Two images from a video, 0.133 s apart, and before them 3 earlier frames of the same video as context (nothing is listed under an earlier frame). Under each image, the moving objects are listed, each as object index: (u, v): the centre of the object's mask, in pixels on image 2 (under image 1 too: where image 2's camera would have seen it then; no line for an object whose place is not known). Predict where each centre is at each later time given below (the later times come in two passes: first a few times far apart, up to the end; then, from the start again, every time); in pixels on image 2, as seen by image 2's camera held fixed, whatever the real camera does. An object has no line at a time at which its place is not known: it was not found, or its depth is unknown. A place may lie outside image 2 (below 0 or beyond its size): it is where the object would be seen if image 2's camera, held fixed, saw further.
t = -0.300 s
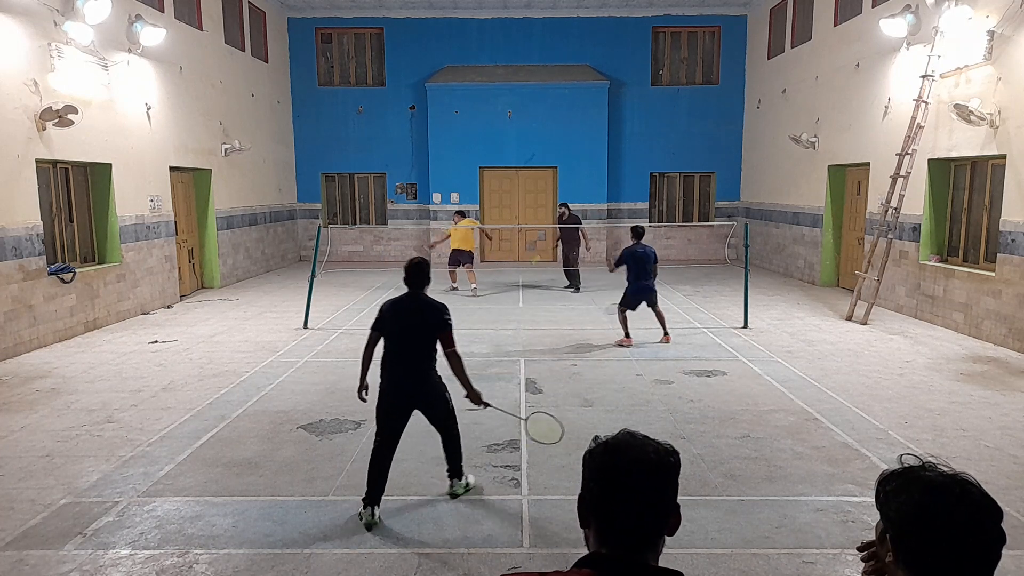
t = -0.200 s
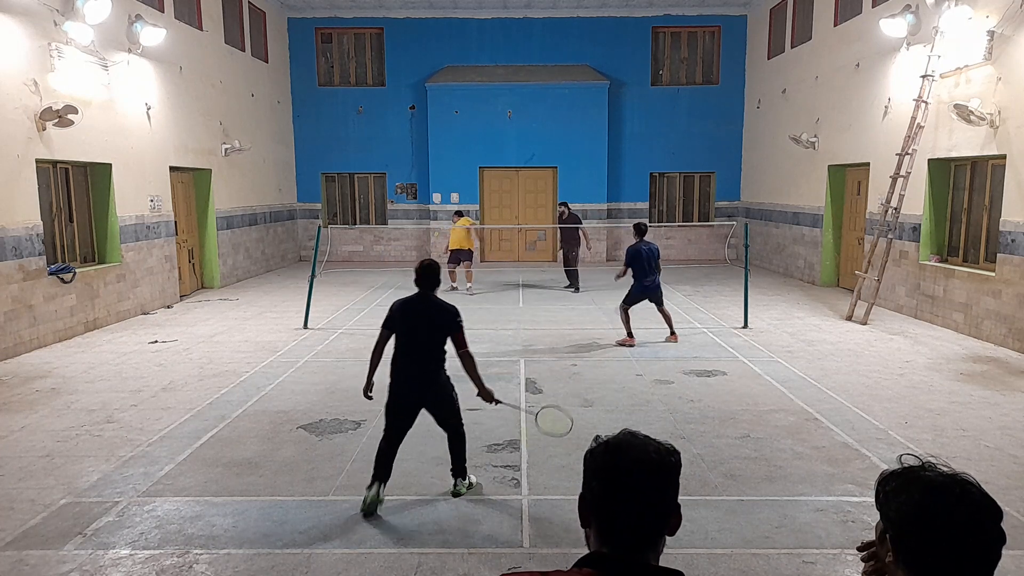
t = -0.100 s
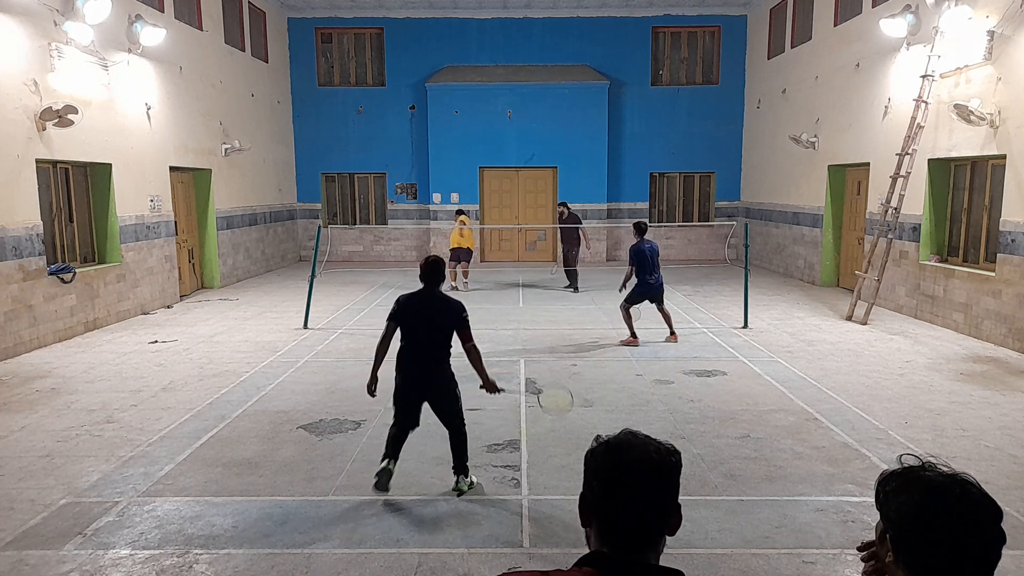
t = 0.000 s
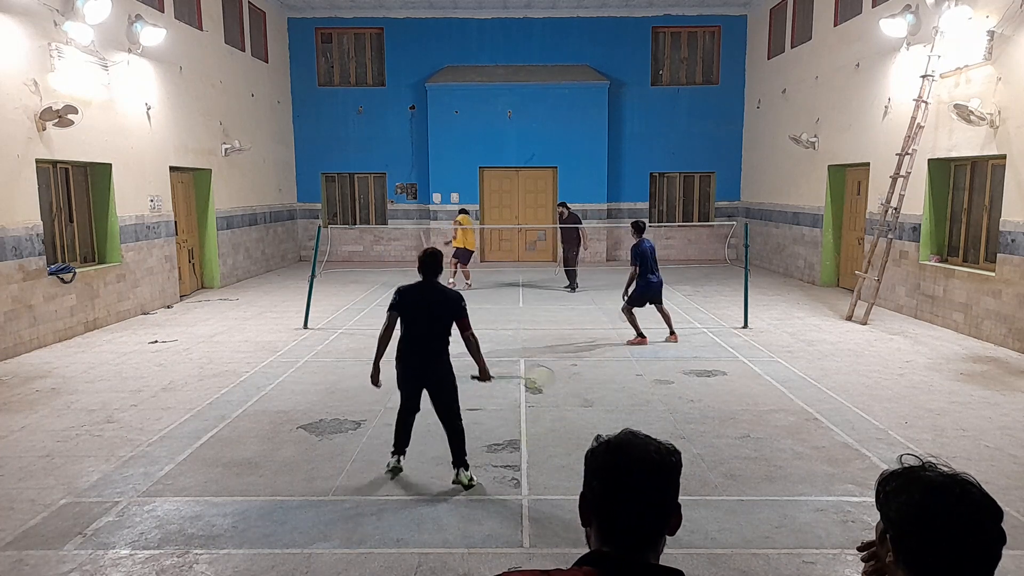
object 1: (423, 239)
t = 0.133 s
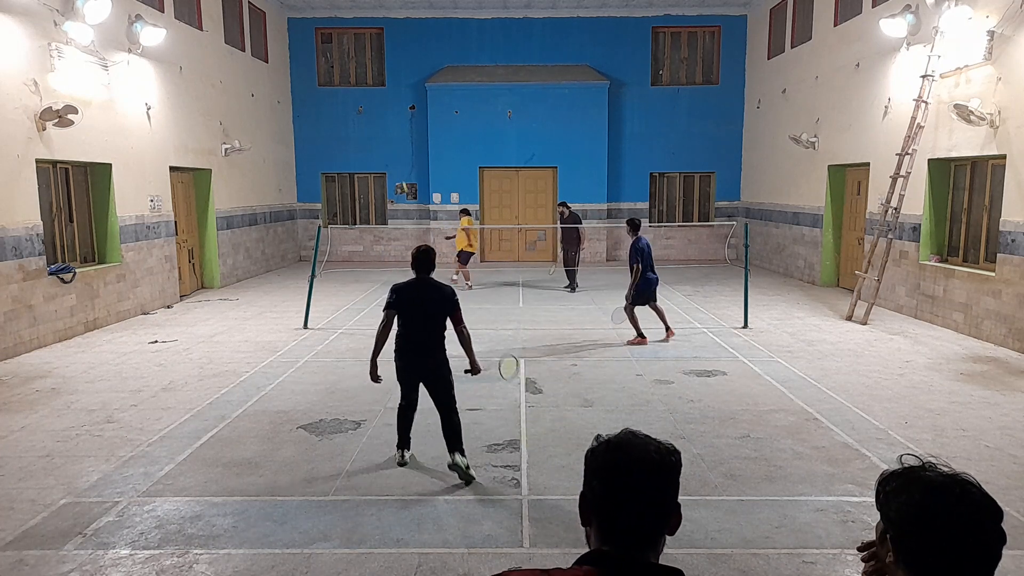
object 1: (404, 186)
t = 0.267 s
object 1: (391, 153)
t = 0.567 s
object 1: (367, 124)
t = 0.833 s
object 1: (348, 145)
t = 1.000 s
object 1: (339, 179)
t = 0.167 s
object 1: (401, 177)
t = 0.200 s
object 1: (398, 168)
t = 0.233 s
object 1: (394, 160)
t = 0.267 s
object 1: (391, 153)
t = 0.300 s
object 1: (387, 147)
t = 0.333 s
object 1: (384, 144)
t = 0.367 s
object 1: (383, 141)
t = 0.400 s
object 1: (379, 134)
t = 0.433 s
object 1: (376, 130)
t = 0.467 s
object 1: (374, 128)
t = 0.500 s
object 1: (372, 126)
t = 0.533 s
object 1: (369, 125)
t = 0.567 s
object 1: (367, 124)
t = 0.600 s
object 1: (364, 125)
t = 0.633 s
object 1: (362, 125)
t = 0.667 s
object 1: (359, 127)
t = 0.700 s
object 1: (357, 129)
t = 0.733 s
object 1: (355, 132)
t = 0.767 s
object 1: (353, 136)
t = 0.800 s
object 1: (350, 140)
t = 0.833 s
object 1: (348, 145)
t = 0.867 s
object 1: (346, 151)
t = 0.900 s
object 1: (345, 157)
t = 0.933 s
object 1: (343, 164)
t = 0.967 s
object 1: (341, 171)
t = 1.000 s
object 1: (339, 179)
